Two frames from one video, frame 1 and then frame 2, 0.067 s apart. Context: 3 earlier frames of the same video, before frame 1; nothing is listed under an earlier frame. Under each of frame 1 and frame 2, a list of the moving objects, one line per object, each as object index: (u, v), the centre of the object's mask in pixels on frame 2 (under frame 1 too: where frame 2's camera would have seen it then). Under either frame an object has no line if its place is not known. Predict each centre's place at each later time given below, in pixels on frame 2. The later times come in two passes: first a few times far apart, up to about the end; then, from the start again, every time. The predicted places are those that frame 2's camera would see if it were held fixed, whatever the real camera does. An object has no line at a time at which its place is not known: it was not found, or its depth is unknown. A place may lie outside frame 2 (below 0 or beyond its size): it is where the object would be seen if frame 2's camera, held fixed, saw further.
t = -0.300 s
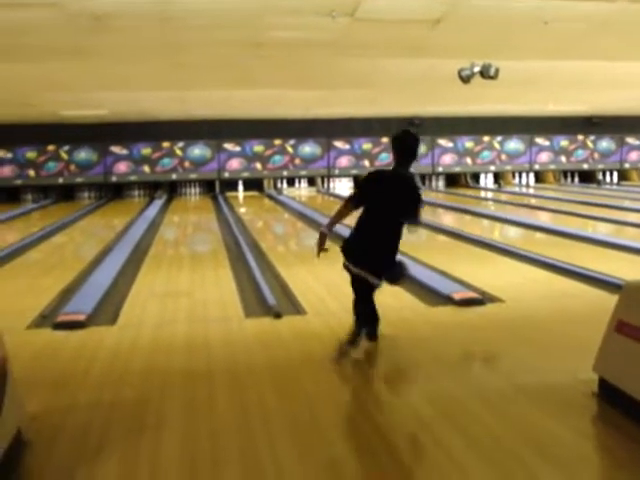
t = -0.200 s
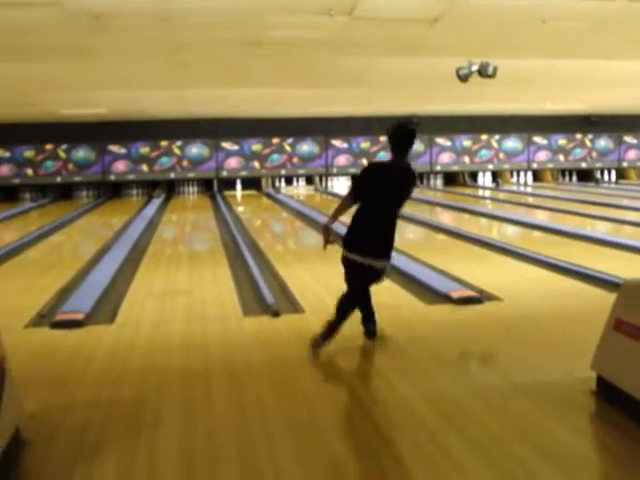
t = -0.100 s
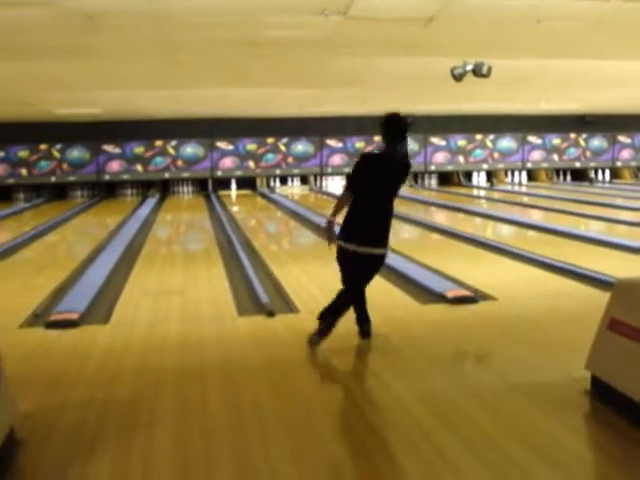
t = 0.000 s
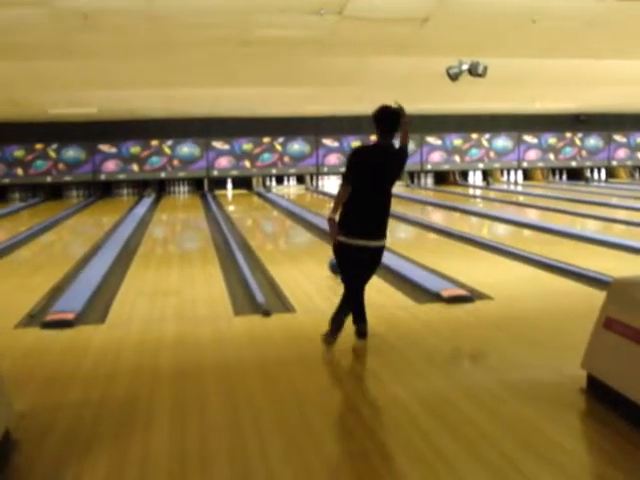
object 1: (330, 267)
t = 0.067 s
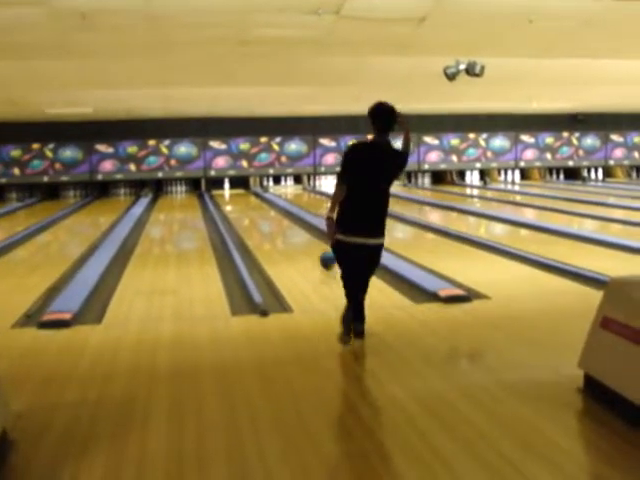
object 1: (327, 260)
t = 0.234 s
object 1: (312, 246)
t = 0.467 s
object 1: (296, 233)
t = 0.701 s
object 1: (285, 223)
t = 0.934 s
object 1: (275, 215)
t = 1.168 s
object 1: (266, 208)
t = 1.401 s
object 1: (260, 202)
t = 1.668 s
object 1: (251, 197)
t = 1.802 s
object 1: (250, 196)
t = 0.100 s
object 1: (324, 257)
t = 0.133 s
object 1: (321, 254)
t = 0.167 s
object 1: (318, 252)
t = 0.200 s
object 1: (315, 249)
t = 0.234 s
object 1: (312, 246)
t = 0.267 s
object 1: (310, 245)
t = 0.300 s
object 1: (307, 242)
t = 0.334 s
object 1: (305, 240)
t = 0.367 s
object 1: (303, 238)
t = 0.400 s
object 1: (301, 236)
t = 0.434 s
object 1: (299, 234)
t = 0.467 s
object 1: (296, 233)
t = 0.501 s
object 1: (294, 231)
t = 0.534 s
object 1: (292, 230)
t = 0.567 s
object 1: (290, 228)
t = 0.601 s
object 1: (289, 227)
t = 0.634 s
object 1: (287, 225)
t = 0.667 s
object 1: (285, 224)
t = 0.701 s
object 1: (285, 223)
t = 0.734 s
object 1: (283, 221)
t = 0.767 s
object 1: (281, 220)
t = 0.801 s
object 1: (280, 219)
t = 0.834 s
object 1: (279, 218)
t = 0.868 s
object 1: (278, 218)
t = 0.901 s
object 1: (276, 216)
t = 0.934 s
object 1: (275, 215)
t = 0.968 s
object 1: (273, 214)
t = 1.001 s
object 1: (272, 213)
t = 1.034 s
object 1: (270, 211)
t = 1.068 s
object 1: (269, 210)
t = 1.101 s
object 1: (268, 210)
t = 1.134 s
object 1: (267, 209)
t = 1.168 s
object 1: (266, 208)
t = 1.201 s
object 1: (265, 207)
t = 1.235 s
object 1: (264, 207)
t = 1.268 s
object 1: (263, 205)
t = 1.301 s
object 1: (262, 205)
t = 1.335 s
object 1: (261, 203)
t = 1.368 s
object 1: (260, 203)
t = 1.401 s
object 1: (260, 202)
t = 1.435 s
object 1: (259, 202)
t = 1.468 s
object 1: (258, 201)
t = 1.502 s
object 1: (256, 201)
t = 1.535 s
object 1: (256, 200)
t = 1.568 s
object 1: (254, 199)
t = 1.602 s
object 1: (254, 199)
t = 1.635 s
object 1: (252, 198)
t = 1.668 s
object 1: (251, 197)
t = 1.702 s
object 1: (250, 196)
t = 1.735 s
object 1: (250, 197)
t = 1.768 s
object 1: (250, 197)
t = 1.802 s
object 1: (250, 196)
